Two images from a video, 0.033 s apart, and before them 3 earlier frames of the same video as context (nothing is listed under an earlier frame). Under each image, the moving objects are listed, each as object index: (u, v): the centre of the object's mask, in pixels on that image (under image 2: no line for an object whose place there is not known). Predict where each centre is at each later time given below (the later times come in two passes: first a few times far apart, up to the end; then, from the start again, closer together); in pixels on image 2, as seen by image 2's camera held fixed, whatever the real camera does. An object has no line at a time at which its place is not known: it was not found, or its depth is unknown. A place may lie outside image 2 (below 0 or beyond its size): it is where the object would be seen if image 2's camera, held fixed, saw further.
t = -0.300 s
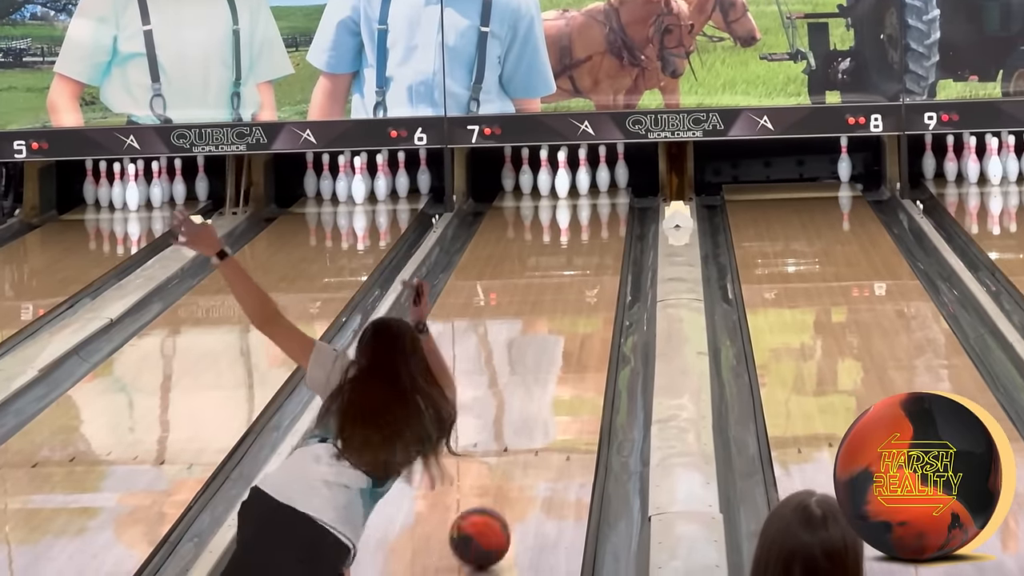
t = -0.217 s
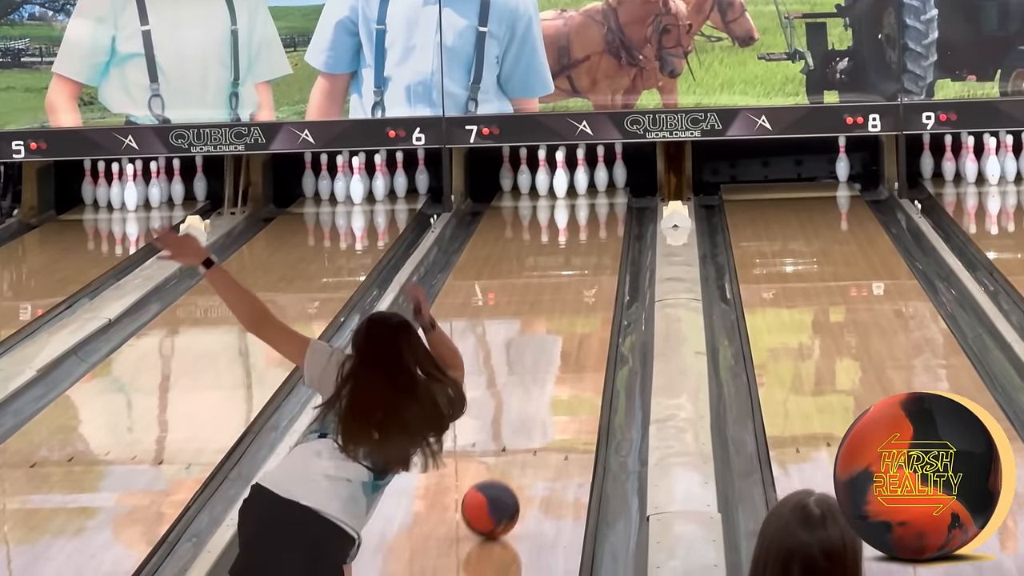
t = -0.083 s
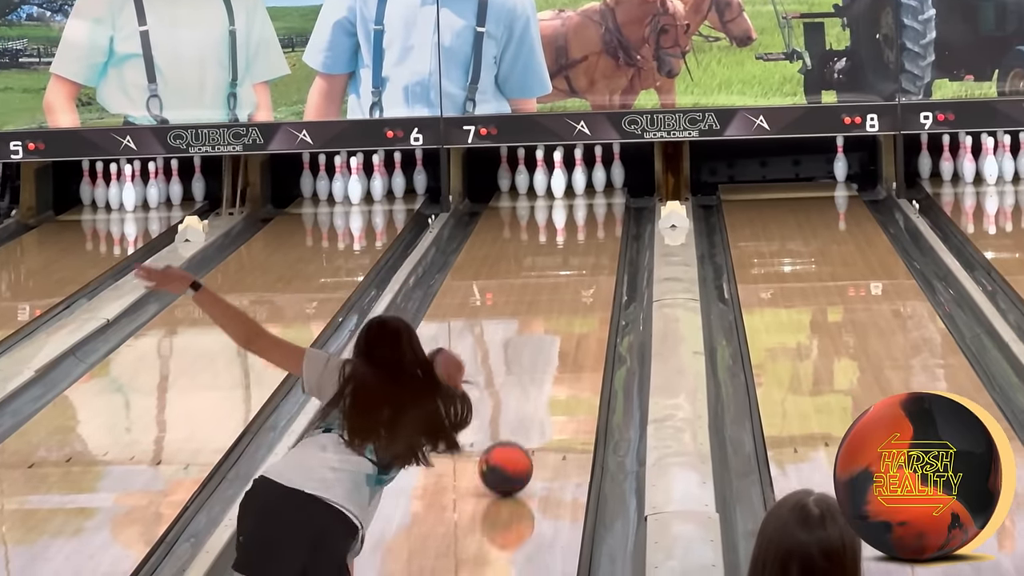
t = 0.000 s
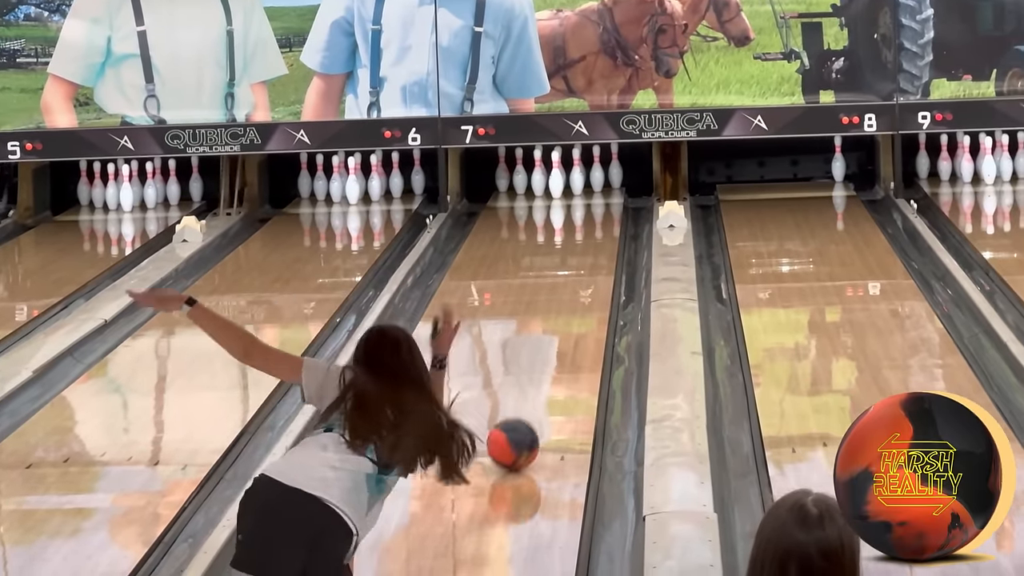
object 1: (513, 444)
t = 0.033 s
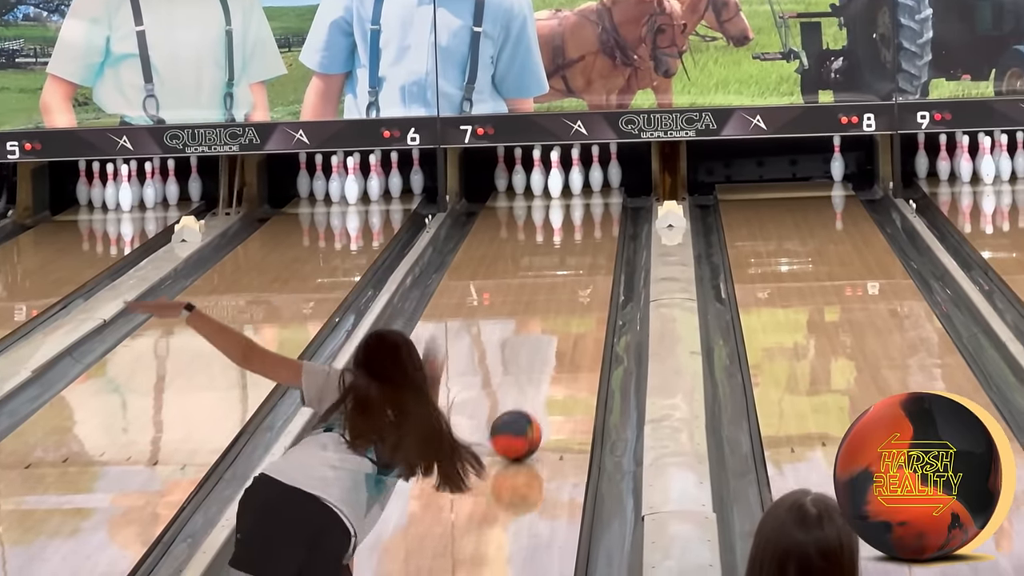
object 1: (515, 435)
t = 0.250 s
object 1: (536, 385)
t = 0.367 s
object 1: (545, 361)
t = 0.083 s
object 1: (521, 422)
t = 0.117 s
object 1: (524, 415)
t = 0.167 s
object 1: (529, 403)
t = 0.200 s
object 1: (532, 396)
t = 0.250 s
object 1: (536, 385)
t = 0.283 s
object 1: (539, 378)
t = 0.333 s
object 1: (542, 368)
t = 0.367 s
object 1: (545, 361)
